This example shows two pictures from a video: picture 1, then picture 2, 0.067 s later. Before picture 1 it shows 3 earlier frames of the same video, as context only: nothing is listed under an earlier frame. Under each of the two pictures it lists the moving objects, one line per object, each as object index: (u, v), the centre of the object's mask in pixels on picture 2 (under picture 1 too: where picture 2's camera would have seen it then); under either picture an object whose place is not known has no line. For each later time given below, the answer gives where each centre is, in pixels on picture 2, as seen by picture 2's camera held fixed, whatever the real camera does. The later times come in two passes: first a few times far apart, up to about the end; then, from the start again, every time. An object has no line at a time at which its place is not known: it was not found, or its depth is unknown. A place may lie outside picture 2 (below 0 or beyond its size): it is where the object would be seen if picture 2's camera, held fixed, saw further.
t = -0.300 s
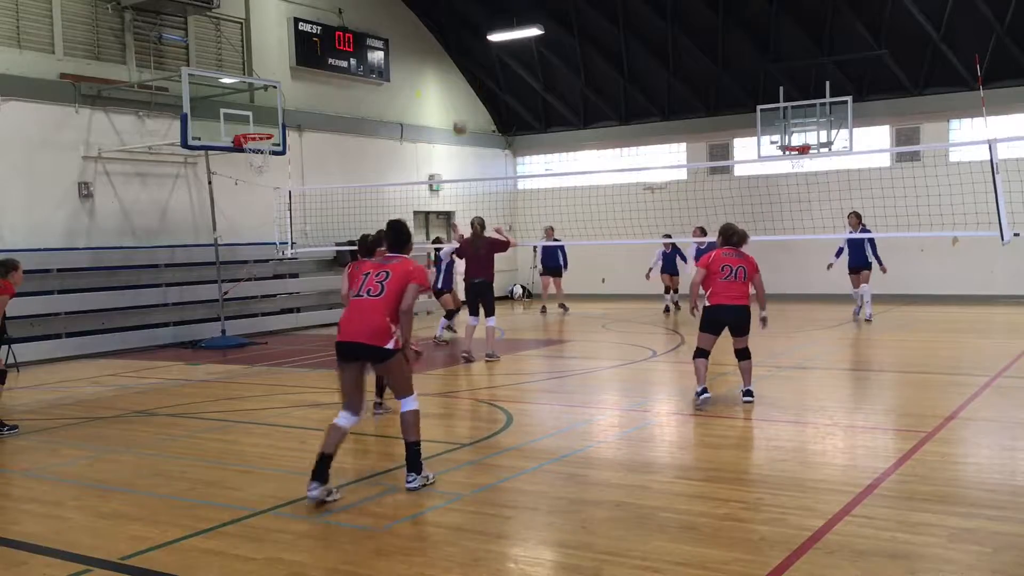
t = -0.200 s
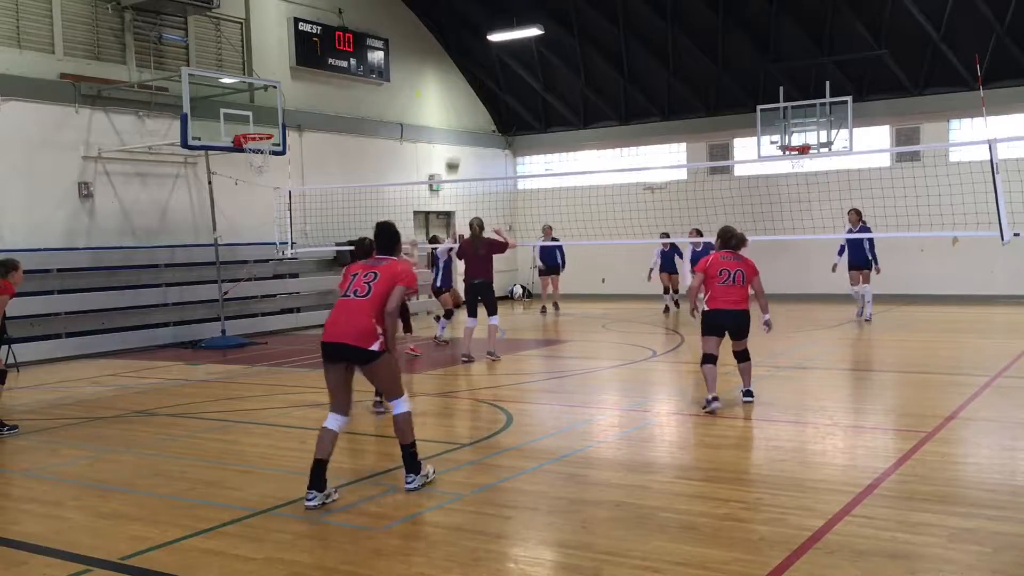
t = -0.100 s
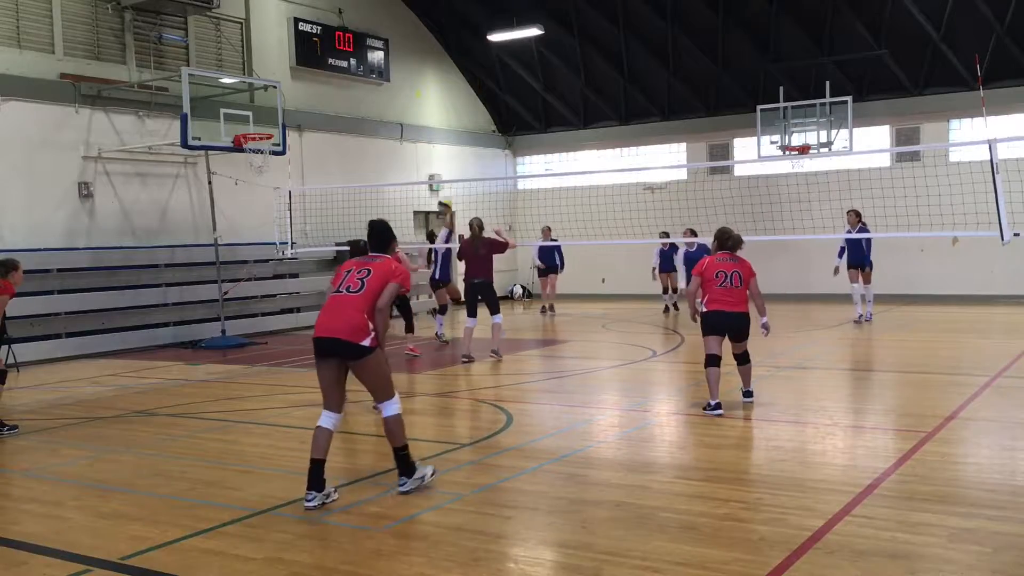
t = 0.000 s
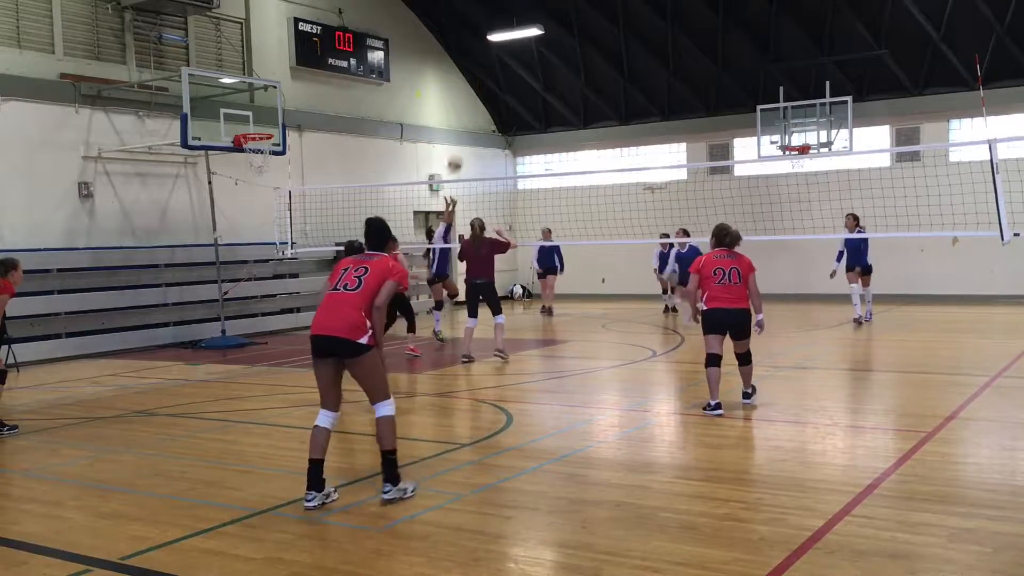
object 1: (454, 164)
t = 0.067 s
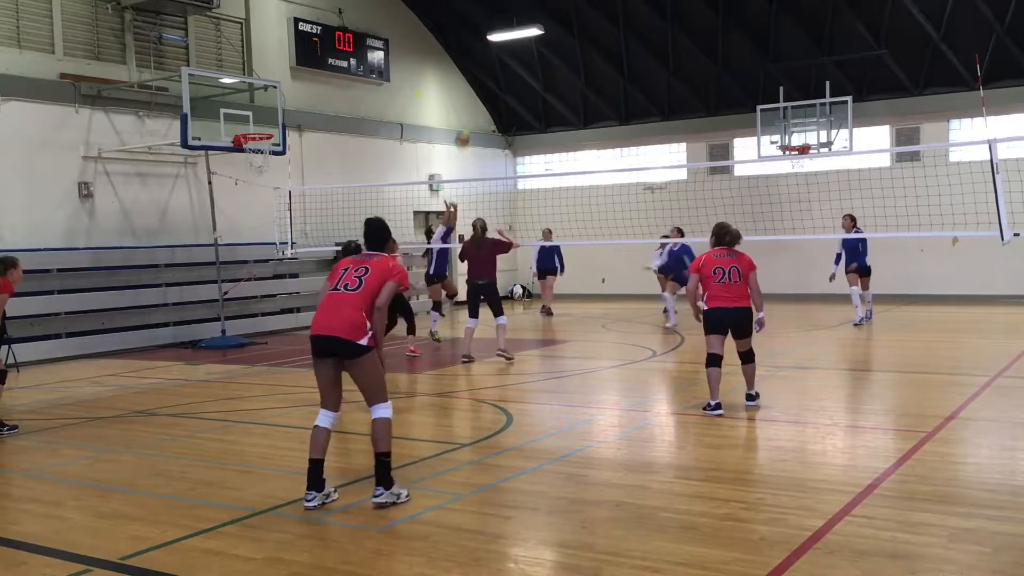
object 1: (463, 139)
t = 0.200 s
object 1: (479, 96)
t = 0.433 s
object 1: (510, 53)
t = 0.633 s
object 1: (538, 46)
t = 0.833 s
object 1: (566, 71)
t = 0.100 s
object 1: (466, 128)
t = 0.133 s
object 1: (470, 118)
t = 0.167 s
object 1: (474, 108)
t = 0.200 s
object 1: (479, 96)
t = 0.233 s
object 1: (484, 89)
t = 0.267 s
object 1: (488, 81)
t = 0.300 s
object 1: (493, 73)
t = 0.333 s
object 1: (496, 67)
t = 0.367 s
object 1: (501, 60)
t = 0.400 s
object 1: (505, 56)
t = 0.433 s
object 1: (510, 53)
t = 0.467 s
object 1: (515, 49)
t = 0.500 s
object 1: (519, 48)
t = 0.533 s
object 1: (524, 47)
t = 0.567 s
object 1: (529, 45)
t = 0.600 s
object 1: (533, 46)
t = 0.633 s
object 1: (538, 46)
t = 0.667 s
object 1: (543, 49)
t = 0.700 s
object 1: (547, 51)
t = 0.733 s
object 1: (551, 55)
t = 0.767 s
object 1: (556, 59)
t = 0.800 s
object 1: (561, 65)
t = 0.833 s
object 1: (566, 71)
